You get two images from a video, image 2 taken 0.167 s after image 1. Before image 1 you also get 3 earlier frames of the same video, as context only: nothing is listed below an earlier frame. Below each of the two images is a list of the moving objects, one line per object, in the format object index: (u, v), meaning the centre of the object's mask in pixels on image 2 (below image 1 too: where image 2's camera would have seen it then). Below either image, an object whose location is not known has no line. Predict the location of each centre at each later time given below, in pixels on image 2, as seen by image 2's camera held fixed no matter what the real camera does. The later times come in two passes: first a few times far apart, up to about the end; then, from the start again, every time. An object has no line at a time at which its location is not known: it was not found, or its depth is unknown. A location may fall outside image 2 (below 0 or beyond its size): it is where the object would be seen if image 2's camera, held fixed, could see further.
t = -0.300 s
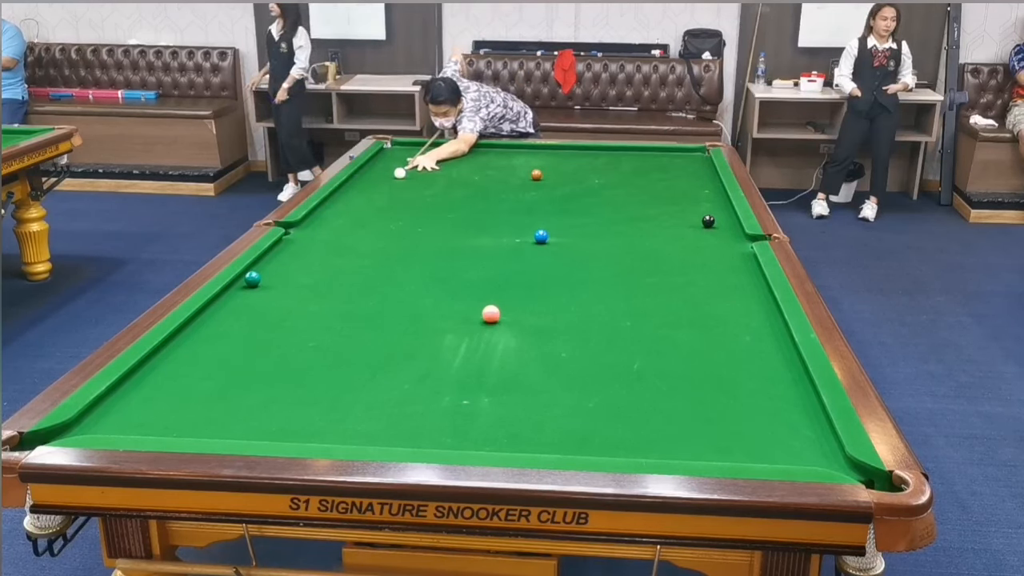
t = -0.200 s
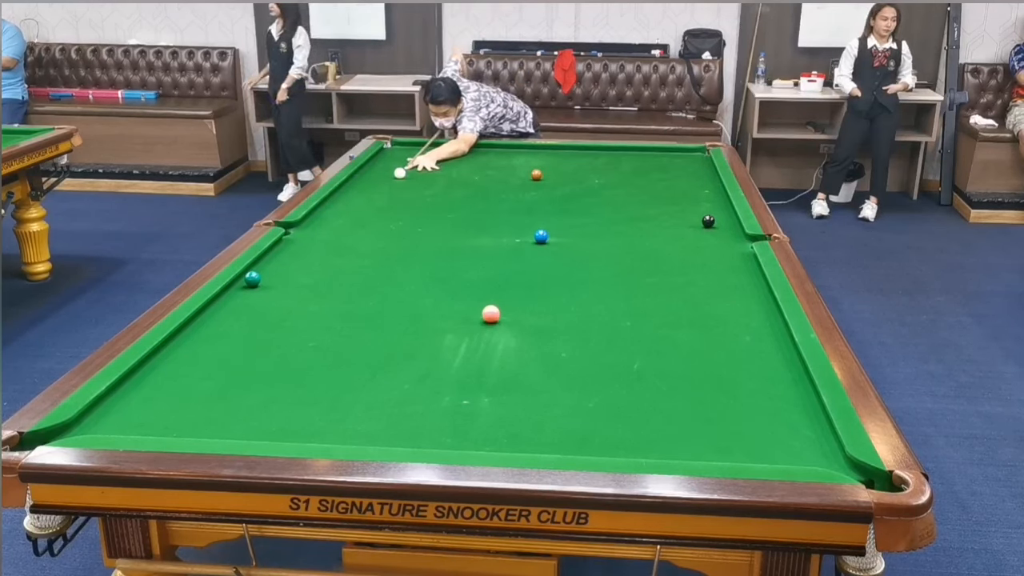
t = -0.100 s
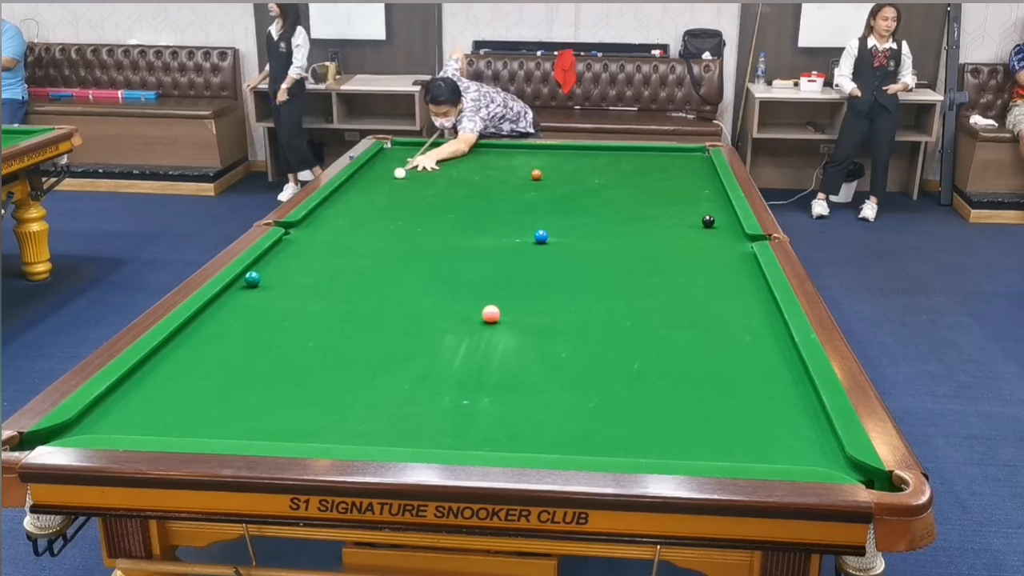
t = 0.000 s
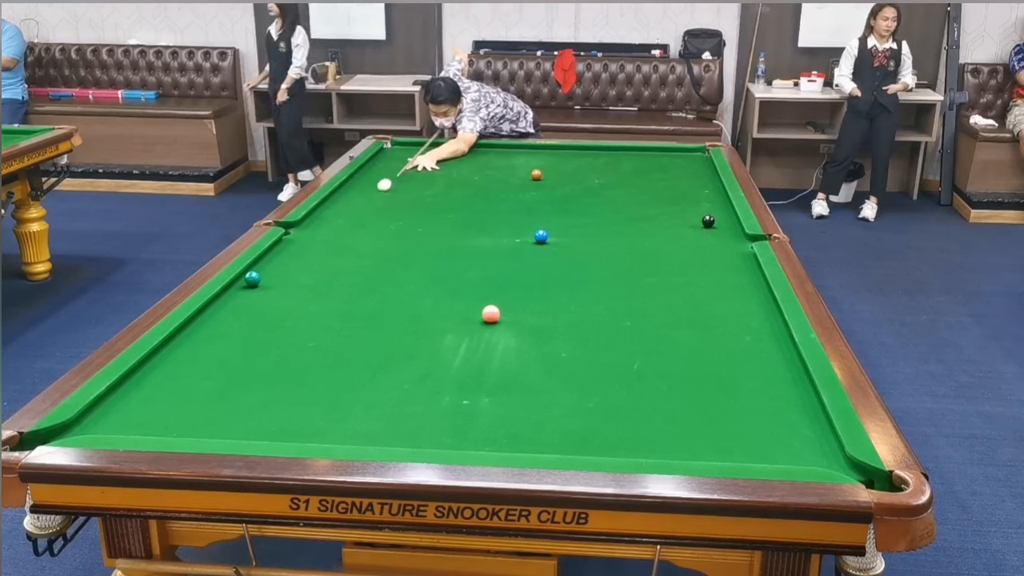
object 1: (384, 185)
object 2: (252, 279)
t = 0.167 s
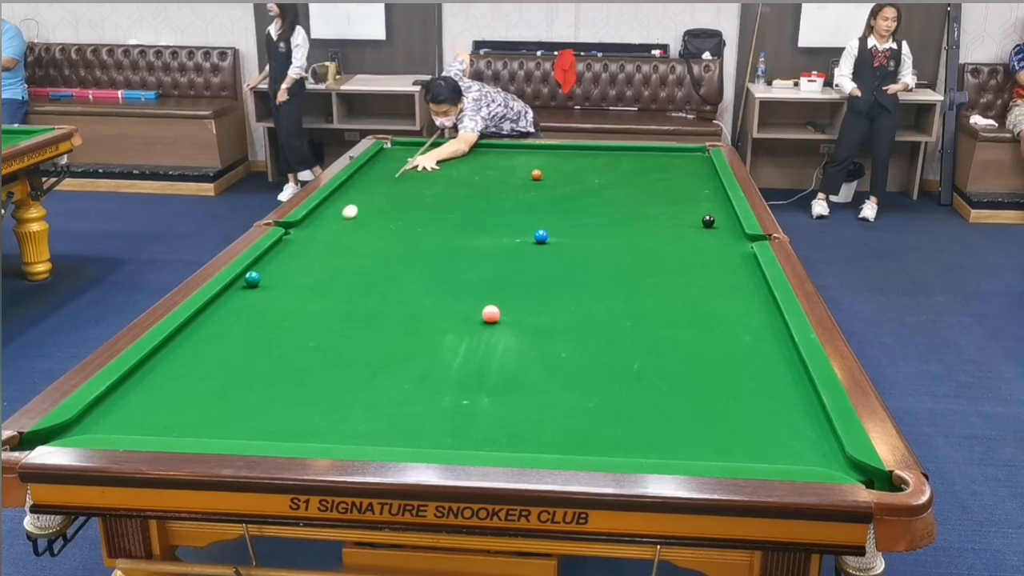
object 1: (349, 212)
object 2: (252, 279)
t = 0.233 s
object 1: (335, 223)
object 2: (252, 279)
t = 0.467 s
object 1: (283, 264)
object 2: (252, 279)
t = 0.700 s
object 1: (288, 300)
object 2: (261, 292)
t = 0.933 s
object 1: (309, 342)
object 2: (301, 306)
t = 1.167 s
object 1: (334, 393)
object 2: (343, 321)
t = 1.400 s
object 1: (372, 436)
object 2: (387, 336)
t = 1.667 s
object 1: (446, 390)
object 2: (441, 355)
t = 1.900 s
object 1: (516, 372)
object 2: (475, 357)
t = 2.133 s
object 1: (594, 370)
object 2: (496, 347)
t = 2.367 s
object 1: (670, 367)
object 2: (514, 339)
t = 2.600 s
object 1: (743, 364)
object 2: (531, 331)
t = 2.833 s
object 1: (779, 359)
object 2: (547, 324)
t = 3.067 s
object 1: (729, 353)
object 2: (561, 318)
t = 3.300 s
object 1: (682, 347)
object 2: (574, 313)
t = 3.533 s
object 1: (638, 341)
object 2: (585, 307)
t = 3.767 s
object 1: (598, 336)
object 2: (596, 303)
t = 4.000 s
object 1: (560, 331)
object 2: (605, 299)
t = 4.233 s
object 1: (526, 327)
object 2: (613, 296)
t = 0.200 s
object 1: (343, 217)
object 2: (252, 279)
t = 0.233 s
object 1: (335, 223)
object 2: (252, 279)
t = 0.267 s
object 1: (329, 228)
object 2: (252, 279)
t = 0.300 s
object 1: (321, 234)
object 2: (252, 279)
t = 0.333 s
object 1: (314, 239)
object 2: (252, 279)
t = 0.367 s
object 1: (307, 245)
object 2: (252, 279)
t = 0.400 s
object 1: (299, 251)
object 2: (252, 279)
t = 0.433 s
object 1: (291, 257)
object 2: (252, 279)
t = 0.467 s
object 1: (283, 264)
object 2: (252, 279)
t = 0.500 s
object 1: (274, 271)
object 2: (252, 279)
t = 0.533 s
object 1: (268, 277)
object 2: (249, 280)
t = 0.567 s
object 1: (273, 281)
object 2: (238, 283)
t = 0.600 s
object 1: (278, 286)
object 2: (244, 285)
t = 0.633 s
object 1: (282, 290)
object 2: (250, 287)
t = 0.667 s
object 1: (286, 295)
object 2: (256, 290)
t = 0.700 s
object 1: (288, 300)
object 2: (261, 292)
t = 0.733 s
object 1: (291, 306)
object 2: (266, 294)
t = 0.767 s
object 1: (294, 311)
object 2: (272, 296)
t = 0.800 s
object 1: (297, 317)
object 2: (278, 298)
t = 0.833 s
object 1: (300, 323)
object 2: (284, 300)
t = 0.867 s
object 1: (303, 329)
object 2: (289, 302)
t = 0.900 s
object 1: (305, 335)
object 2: (295, 304)
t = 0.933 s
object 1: (309, 342)
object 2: (301, 306)
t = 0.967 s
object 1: (312, 349)
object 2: (307, 308)
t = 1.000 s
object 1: (315, 355)
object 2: (313, 310)
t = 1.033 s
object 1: (319, 362)
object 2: (318, 312)
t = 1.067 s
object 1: (322, 370)
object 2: (325, 314)
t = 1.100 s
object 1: (326, 377)
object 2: (330, 317)
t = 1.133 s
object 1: (330, 385)
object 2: (336, 319)
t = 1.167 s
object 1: (334, 393)
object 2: (343, 321)
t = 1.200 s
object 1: (338, 401)
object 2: (349, 323)
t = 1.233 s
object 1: (342, 410)
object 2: (355, 325)
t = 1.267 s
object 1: (346, 419)
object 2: (361, 327)
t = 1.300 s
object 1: (351, 428)
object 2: (368, 330)
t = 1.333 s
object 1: (355, 435)
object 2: (374, 332)
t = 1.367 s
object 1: (361, 441)
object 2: (381, 334)
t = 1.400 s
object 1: (372, 436)
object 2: (387, 336)
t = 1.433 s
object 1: (383, 430)
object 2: (394, 339)
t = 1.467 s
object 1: (392, 424)
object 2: (400, 341)
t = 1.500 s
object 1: (402, 418)
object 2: (407, 343)
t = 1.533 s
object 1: (411, 412)
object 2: (413, 345)
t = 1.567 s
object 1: (420, 406)
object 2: (420, 348)
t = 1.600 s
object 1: (429, 401)
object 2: (427, 350)
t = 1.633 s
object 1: (438, 395)
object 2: (434, 352)
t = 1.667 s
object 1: (446, 390)
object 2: (441, 355)
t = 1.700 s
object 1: (455, 385)
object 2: (448, 357)
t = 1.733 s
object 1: (462, 380)
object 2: (454, 359)
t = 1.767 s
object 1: (470, 375)
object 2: (461, 360)
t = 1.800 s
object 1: (479, 371)
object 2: (466, 361)
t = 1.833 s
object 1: (491, 372)
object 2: (471, 361)
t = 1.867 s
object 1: (504, 372)
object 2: (473, 359)
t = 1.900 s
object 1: (516, 372)
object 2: (475, 357)
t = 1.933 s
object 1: (527, 372)
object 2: (478, 355)
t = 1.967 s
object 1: (539, 372)
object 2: (482, 354)
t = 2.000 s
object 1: (550, 372)
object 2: (484, 353)
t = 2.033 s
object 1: (561, 371)
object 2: (487, 351)
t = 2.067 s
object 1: (572, 370)
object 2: (490, 350)
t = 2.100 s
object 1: (584, 370)
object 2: (493, 349)
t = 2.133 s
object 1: (594, 370)
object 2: (496, 347)
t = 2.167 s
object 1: (606, 369)
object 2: (499, 346)
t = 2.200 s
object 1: (616, 369)
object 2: (501, 345)
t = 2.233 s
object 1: (627, 368)
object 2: (504, 344)
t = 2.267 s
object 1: (638, 368)
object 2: (507, 342)
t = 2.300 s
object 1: (649, 368)
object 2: (509, 341)
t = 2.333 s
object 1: (659, 367)
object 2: (512, 340)
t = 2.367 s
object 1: (670, 367)
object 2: (514, 339)
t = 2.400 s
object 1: (681, 366)
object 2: (517, 338)
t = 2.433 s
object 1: (691, 366)
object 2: (519, 337)
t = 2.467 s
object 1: (702, 365)
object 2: (522, 335)
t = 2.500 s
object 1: (712, 365)
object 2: (524, 334)
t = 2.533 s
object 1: (722, 364)
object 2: (527, 333)
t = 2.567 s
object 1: (732, 364)
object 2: (529, 332)
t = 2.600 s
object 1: (743, 364)
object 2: (531, 331)
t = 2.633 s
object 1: (753, 363)
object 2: (533, 330)
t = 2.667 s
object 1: (763, 363)
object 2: (536, 329)
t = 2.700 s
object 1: (773, 362)
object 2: (538, 328)
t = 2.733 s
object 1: (782, 362)
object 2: (540, 327)
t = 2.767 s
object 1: (792, 361)
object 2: (542, 326)
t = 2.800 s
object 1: (788, 360)
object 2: (544, 325)
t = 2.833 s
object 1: (779, 359)
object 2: (547, 324)
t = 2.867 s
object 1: (771, 358)
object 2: (549, 323)
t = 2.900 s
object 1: (764, 358)
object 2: (551, 322)
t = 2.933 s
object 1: (757, 357)
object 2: (553, 321)
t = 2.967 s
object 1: (750, 356)
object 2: (555, 320)
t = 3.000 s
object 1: (743, 355)
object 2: (557, 319)
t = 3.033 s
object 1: (736, 354)
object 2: (559, 319)
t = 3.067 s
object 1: (729, 353)
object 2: (561, 318)
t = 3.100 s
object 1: (722, 352)
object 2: (563, 317)
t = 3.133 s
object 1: (715, 351)
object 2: (564, 316)
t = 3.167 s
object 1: (708, 350)
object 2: (566, 316)
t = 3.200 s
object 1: (702, 349)
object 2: (568, 315)
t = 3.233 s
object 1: (695, 348)
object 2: (570, 314)
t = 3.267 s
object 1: (688, 348)
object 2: (572, 313)
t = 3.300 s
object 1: (682, 347)
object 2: (574, 313)
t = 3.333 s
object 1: (675, 346)
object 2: (575, 312)
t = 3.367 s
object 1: (669, 345)
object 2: (577, 311)
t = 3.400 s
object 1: (663, 344)
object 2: (579, 310)
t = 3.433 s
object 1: (656, 343)
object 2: (580, 310)
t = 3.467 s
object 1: (650, 343)
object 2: (582, 309)
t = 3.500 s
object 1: (644, 342)
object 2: (583, 308)
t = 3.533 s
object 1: (638, 341)
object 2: (585, 307)
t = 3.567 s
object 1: (632, 340)
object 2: (587, 307)
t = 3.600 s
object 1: (626, 340)
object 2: (588, 306)
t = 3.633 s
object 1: (621, 339)
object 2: (590, 306)
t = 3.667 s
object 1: (615, 338)
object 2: (591, 305)
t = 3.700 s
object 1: (609, 337)
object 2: (592, 304)
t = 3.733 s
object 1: (603, 336)
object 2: (594, 304)
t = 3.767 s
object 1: (598, 336)
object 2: (596, 303)
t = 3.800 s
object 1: (592, 335)
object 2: (597, 302)
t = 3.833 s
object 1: (587, 334)
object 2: (598, 302)
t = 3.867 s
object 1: (581, 334)
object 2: (600, 301)
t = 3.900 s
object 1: (576, 333)
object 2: (601, 301)
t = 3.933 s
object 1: (571, 332)
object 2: (602, 300)
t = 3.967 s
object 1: (565, 332)
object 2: (604, 300)
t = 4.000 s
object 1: (560, 331)
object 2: (605, 299)
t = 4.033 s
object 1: (555, 330)
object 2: (606, 299)
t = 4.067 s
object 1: (550, 330)
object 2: (607, 298)
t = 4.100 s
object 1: (545, 329)
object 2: (609, 298)
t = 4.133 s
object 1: (540, 329)
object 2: (610, 297)
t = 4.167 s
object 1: (535, 328)
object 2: (611, 297)
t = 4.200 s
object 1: (530, 327)
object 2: (612, 297)
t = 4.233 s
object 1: (526, 327)
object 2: (613, 296)
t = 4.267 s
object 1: (521, 326)
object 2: (614, 296)
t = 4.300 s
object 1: (516, 326)
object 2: (615, 295)
